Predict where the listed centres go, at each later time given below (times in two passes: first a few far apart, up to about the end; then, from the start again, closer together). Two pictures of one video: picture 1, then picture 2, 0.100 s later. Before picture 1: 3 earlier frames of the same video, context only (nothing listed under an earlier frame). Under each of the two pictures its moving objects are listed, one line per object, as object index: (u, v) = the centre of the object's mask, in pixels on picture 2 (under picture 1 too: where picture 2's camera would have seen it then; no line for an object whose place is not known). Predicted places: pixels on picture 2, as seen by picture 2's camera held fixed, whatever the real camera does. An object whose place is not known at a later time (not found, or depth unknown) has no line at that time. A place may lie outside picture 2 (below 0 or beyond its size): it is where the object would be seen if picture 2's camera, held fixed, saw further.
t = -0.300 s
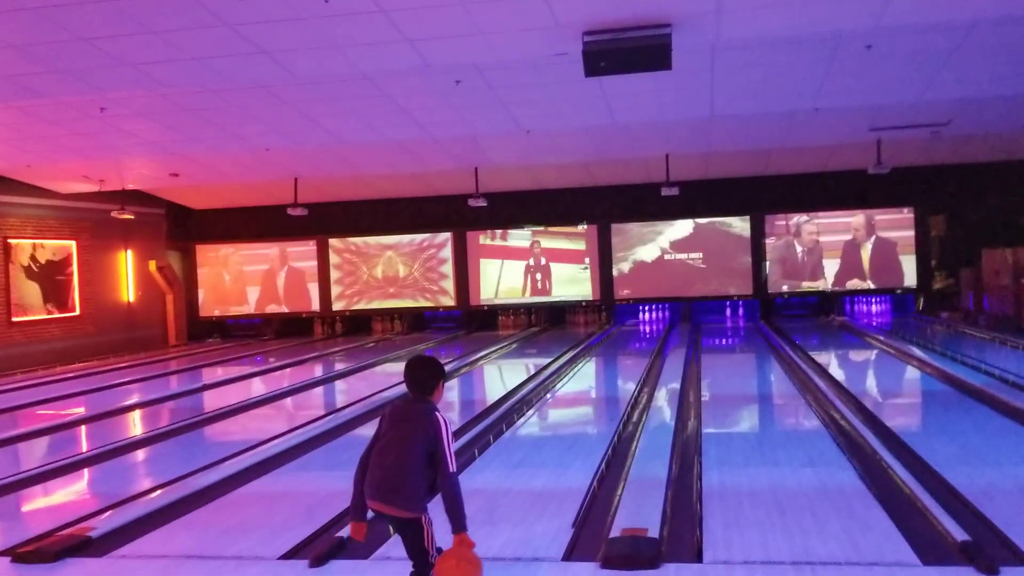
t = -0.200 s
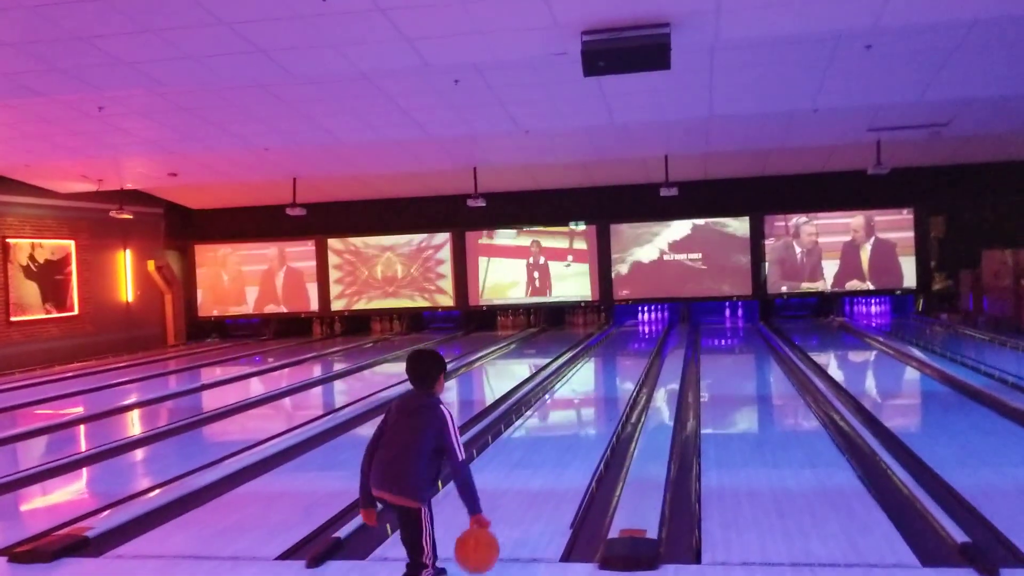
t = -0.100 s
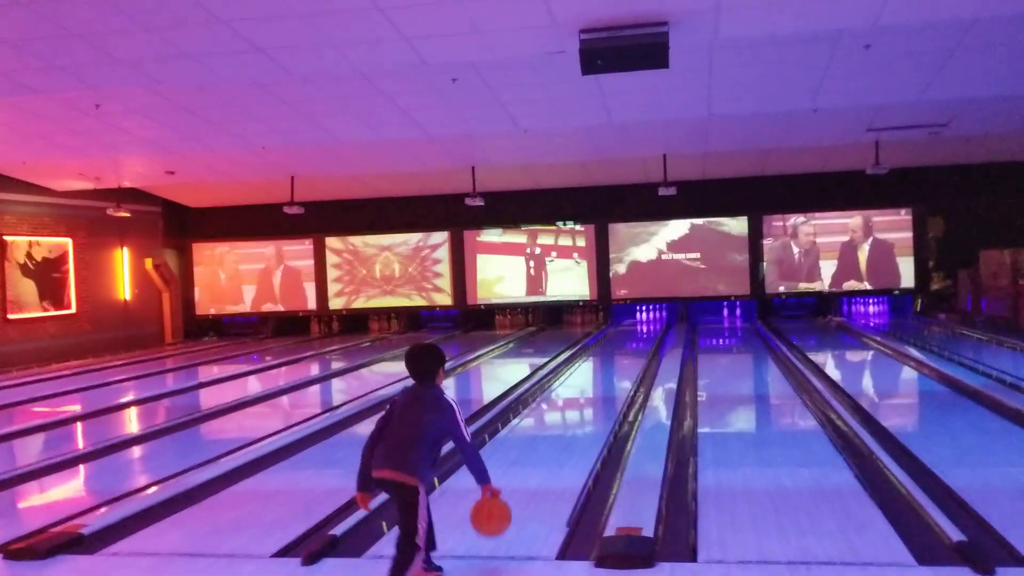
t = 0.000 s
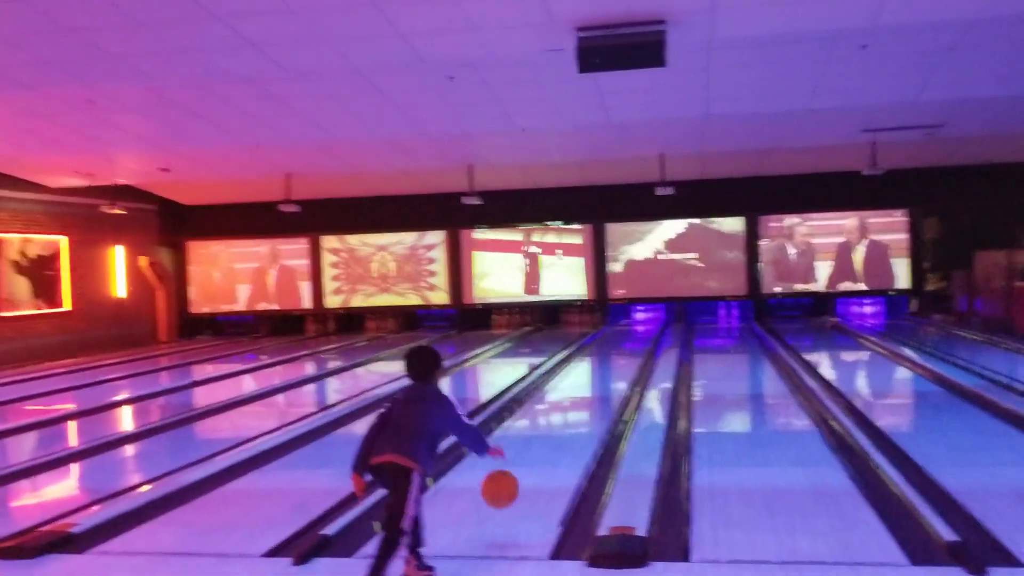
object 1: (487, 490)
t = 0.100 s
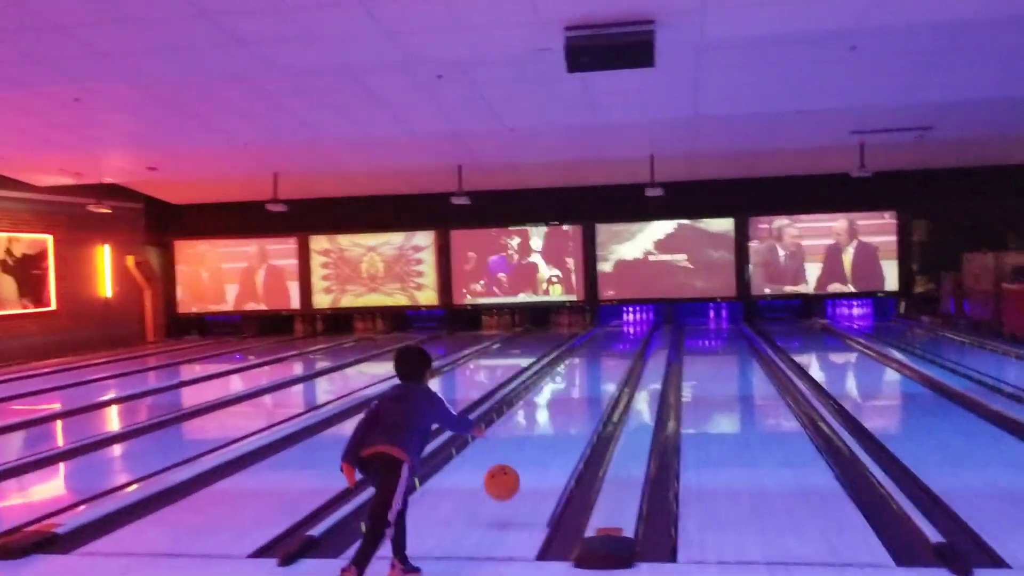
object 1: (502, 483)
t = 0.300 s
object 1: (525, 477)
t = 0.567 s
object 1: (547, 448)
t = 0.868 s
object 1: (566, 422)
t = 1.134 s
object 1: (577, 405)
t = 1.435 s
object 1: (585, 391)
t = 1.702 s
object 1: (596, 379)
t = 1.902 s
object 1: (598, 370)
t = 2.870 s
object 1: (615, 348)
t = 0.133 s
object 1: (506, 484)
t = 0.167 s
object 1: (511, 487)
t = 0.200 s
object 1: (515, 492)
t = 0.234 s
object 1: (519, 488)
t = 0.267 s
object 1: (522, 481)
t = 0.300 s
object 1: (525, 477)
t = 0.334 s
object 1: (529, 473)
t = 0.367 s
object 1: (531, 470)
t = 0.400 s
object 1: (534, 465)
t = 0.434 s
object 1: (537, 462)
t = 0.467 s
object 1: (540, 458)
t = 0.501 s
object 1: (543, 454)
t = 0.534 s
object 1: (545, 451)
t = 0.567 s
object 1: (547, 448)
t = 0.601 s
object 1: (550, 444)
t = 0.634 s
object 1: (552, 441)
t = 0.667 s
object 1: (554, 438)
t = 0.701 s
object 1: (556, 435)
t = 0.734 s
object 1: (558, 432)
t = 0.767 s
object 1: (560, 429)
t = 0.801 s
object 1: (562, 427)
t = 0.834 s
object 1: (564, 424)
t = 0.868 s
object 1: (566, 422)
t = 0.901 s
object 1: (567, 419)
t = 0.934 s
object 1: (569, 417)
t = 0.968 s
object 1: (570, 415)
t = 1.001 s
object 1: (572, 413)
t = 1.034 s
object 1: (573, 411)
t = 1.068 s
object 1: (575, 409)
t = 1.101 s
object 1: (576, 407)
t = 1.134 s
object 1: (577, 405)
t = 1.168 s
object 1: (579, 403)
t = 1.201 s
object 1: (580, 401)
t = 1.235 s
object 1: (581, 400)
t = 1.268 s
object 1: (581, 398)
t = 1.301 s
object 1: (581, 397)
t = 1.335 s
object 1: (582, 396)
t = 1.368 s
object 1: (581, 395)
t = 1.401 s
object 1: (583, 393)
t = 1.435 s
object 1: (585, 391)
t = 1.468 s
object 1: (584, 391)
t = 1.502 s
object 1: (587, 389)
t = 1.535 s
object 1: (589, 386)
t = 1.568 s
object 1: (591, 384)
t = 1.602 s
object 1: (593, 382)
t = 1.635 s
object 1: (594, 381)
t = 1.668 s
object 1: (595, 380)
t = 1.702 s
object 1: (596, 379)
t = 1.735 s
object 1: (596, 378)
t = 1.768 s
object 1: (597, 376)
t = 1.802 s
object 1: (597, 375)
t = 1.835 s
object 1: (596, 374)
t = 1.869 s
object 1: (597, 372)
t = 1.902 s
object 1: (598, 370)
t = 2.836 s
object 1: (614, 349)
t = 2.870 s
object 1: (615, 348)
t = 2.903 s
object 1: (616, 348)
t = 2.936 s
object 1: (617, 347)
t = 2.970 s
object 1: (618, 346)
